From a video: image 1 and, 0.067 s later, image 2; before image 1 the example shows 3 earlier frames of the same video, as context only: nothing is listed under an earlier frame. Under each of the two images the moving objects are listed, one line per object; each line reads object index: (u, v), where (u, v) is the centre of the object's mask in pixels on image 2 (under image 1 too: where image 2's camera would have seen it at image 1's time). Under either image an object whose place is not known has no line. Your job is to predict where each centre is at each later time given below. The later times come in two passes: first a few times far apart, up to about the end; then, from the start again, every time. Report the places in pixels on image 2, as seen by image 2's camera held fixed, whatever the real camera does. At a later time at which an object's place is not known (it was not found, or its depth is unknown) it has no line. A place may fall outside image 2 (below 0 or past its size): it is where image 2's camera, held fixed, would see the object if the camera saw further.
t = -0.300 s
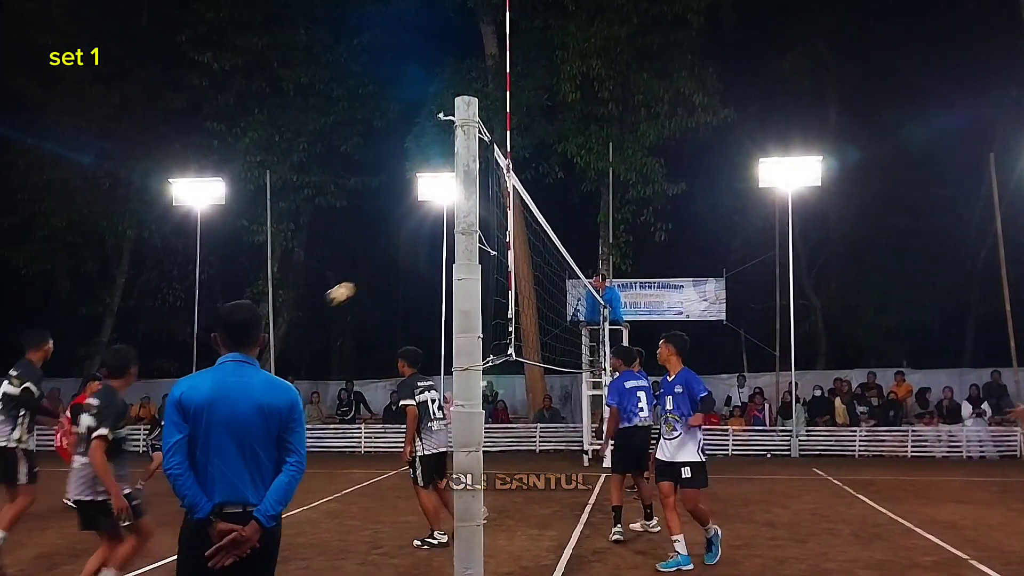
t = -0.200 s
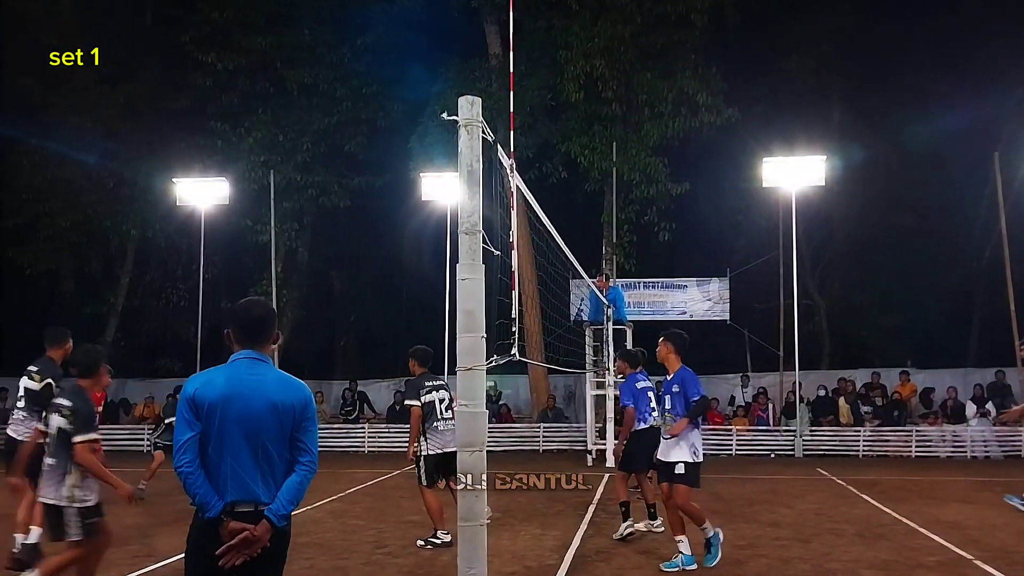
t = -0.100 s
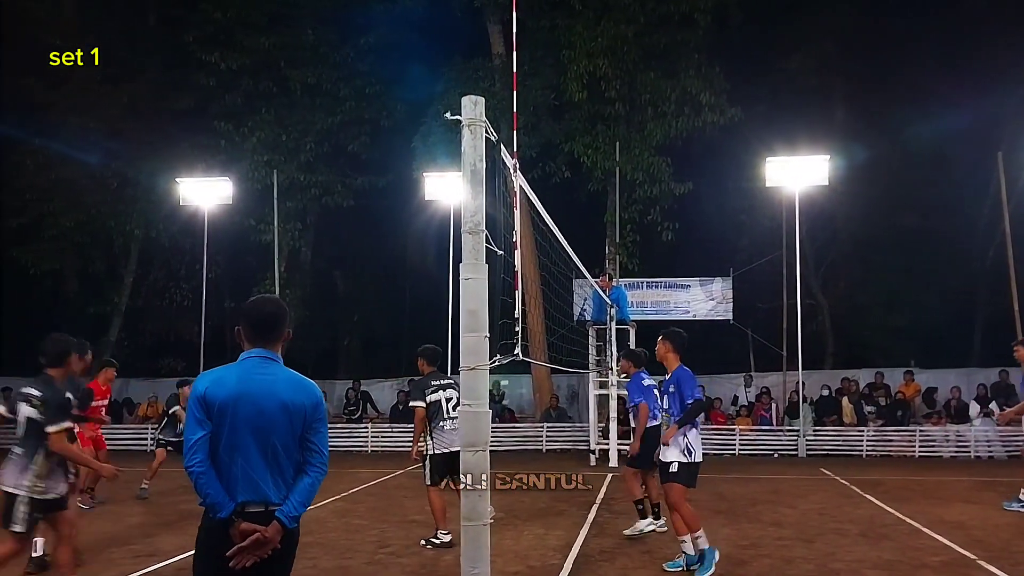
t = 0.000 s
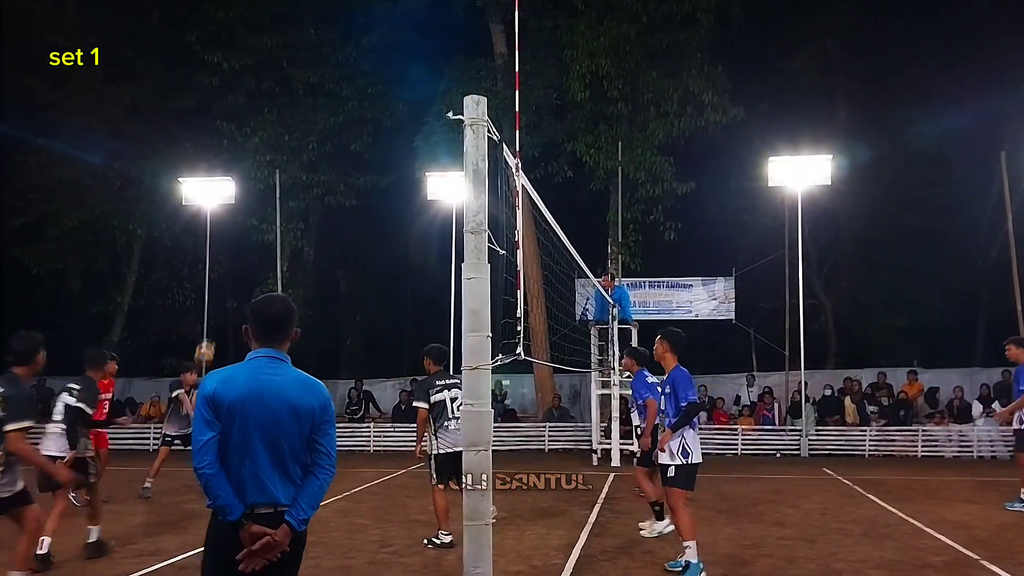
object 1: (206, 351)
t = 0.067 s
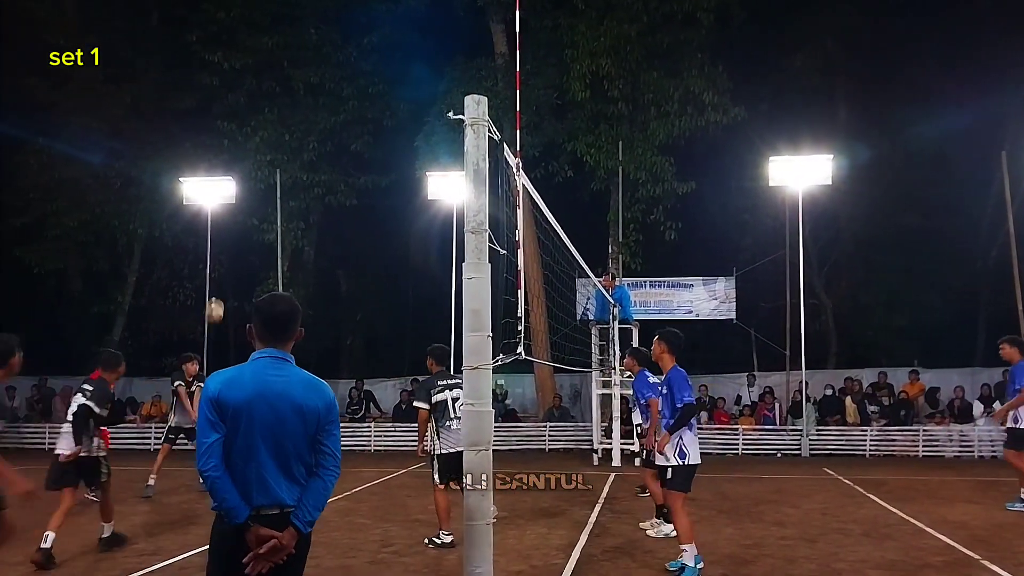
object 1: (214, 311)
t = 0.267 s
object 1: (235, 207)
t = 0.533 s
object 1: (260, 117)
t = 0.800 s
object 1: (284, 85)
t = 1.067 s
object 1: (310, 116)
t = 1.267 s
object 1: (330, 189)
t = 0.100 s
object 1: (218, 292)
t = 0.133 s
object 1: (221, 272)
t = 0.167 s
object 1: (224, 255)
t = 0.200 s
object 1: (228, 239)
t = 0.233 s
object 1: (231, 224)
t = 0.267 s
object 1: (235, 207)
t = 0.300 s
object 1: (240, 194)
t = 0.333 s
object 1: (242, 180)
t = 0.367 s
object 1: (244, 168)
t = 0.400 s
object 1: (247, 155)
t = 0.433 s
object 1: (251, 145)
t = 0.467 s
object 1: (254, 136)
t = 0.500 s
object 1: (256, 126)
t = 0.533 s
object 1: (260, 117)
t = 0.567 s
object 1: (263, 111)
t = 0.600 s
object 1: (266, 104)
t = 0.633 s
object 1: (269, 98)
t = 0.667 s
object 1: (272, 94)
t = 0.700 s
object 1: (275, 90)
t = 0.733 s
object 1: (278, 87)
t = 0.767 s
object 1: (281, 85)
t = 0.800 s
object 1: (284, 85)
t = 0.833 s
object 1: (287, 85)
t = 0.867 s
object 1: (291, 86)
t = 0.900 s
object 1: (295, 88)
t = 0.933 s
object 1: (298, 92)
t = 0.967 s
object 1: (301, 96)
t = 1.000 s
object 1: (304, 102)
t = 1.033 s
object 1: (307, 108)
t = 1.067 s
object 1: (310, 116)
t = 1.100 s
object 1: (313, 125)
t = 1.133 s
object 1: (316, 136)
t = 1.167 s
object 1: (319, 147)
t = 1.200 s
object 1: (323, 160)
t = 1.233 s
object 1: (326, 174)
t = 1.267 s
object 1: (330, 189)
